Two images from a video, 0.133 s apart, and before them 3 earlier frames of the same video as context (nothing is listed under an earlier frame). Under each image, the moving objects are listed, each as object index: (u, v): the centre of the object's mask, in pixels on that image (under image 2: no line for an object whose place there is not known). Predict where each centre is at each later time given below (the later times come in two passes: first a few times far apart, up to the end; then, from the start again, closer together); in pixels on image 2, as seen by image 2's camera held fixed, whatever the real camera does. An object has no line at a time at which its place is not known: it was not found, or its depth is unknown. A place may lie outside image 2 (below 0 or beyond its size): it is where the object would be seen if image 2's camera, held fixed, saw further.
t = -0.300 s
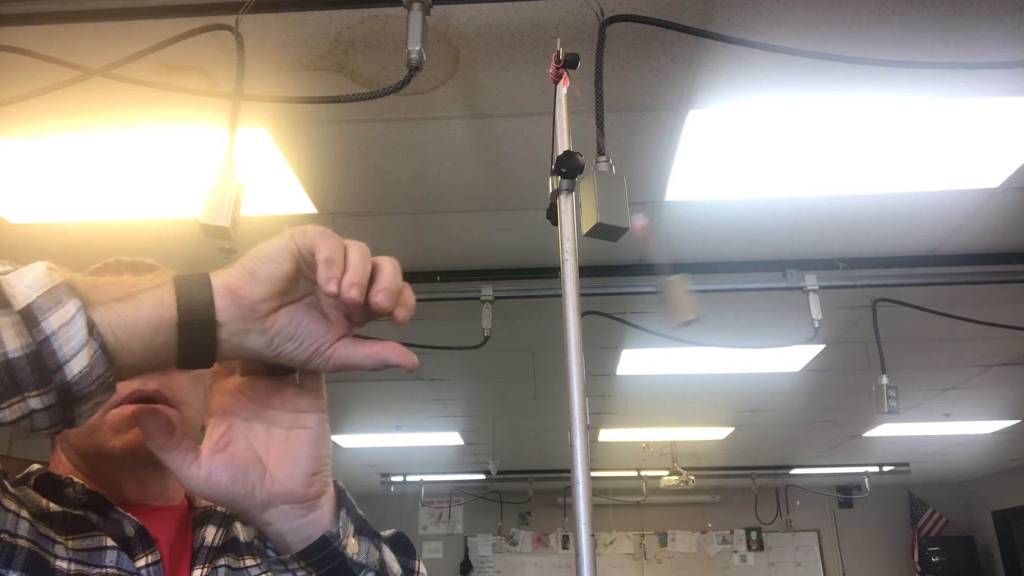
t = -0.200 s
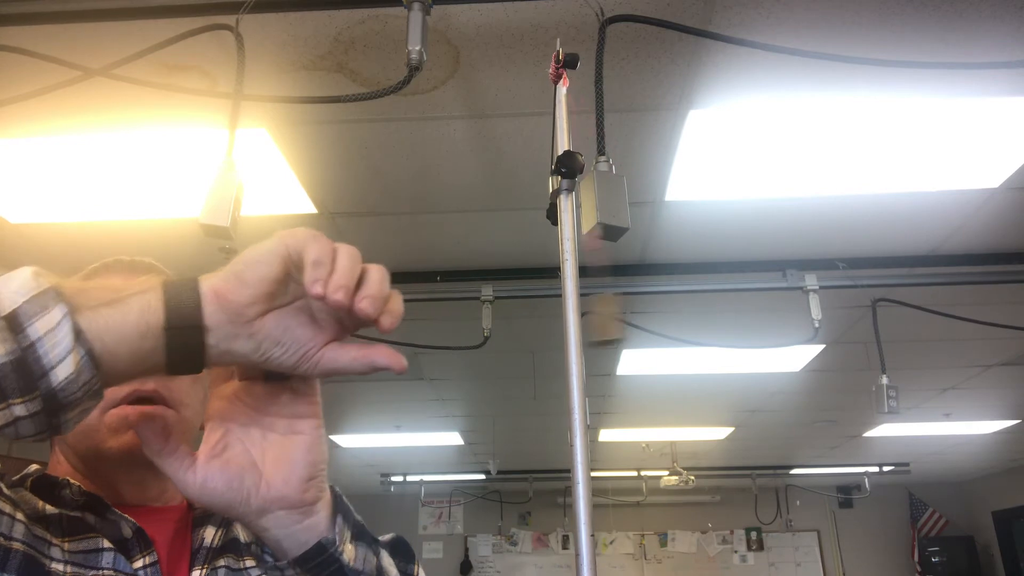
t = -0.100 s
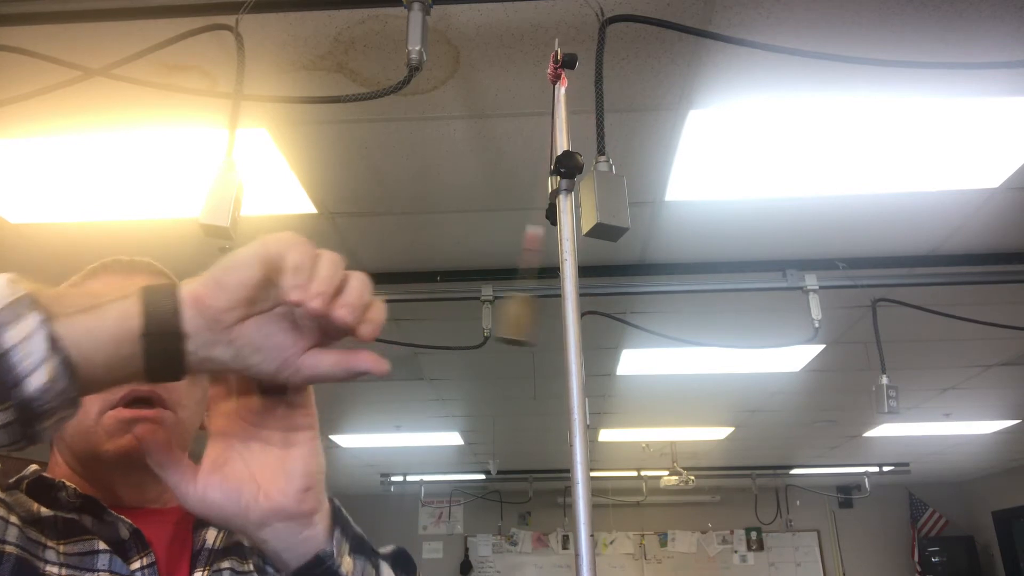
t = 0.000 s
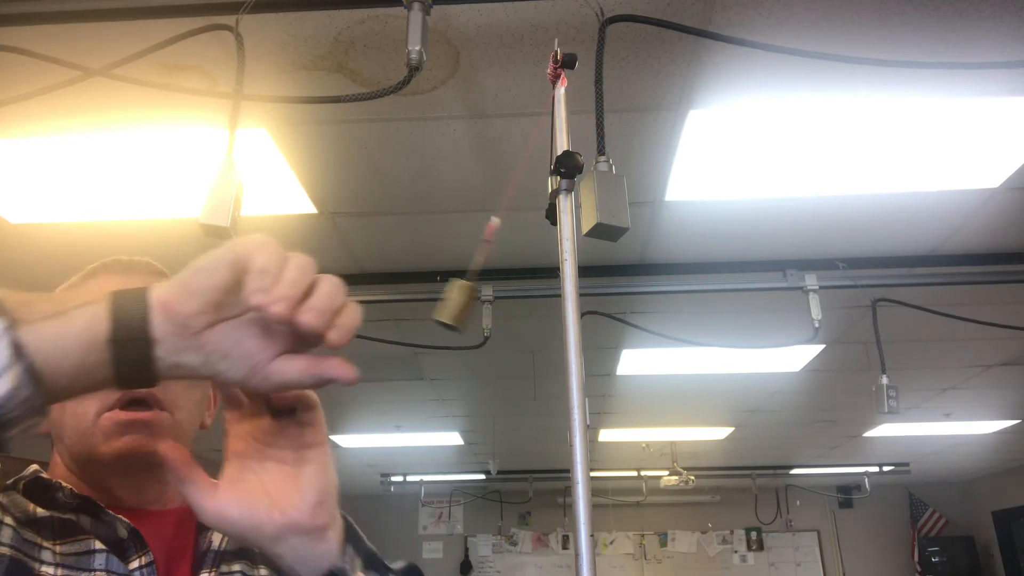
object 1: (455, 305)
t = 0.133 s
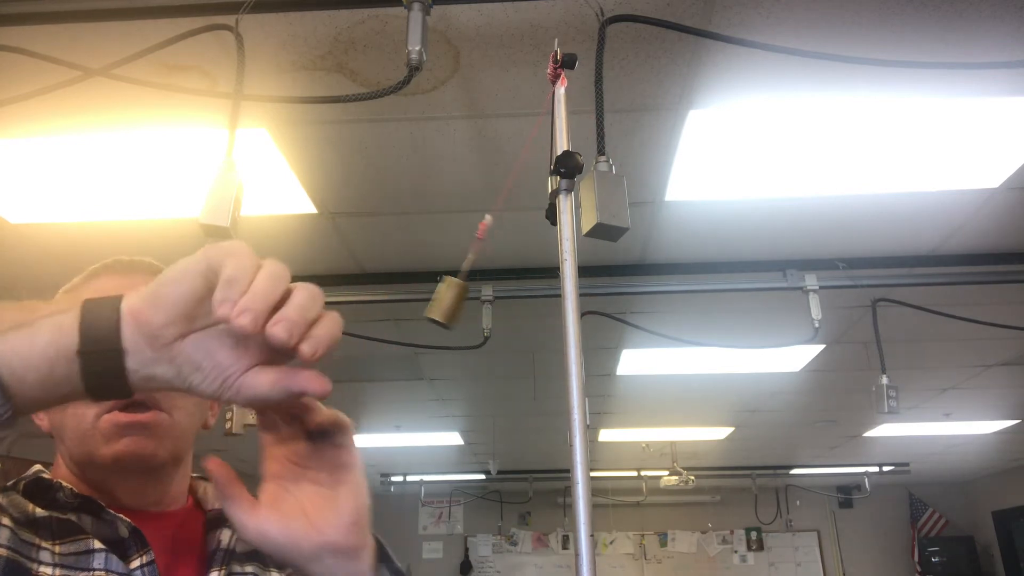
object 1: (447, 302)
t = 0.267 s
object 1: (520, 322)
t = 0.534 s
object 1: (704, 292)
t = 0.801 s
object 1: (594, 322)
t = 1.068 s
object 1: (444, 301)
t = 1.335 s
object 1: (596, 324)
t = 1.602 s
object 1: (702, 292)
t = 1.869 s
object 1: (521, 322)
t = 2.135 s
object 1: (459, 308)
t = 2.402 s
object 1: (655, 309)
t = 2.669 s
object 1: (670, 303)
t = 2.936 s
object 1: (471, 310)
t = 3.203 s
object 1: (508, 320)
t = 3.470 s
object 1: (693, 295)
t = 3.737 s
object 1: (610, 320)
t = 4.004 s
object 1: (451, 304)
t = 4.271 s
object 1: (573, 325)
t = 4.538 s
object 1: (698, 293)
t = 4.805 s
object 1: (542, 323)
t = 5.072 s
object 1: (459, 308)
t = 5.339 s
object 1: (637, 315)
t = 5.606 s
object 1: (675, 301)
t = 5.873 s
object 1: (486, 315)
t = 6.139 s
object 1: (496, 319)
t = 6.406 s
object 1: (680, 299)
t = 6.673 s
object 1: (623, 317)
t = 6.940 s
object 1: (459, 308)
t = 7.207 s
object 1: (555, 325)
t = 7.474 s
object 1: (692, 295)
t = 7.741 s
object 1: (553, 325)
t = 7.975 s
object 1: (460, 308)
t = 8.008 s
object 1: (468, 310)
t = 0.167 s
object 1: (457, 306)
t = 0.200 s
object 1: (474, 312)
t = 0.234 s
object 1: (494, 318)
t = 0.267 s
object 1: (520, 322)
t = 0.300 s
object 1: (549, 325)
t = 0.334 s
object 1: (585, 326)
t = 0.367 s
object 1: (610, 321)
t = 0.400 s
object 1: (638, 314)
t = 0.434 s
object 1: (661, 308)
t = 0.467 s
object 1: (680, 300)
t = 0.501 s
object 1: (695, 294)
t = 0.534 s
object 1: (704, 292)
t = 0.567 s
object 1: (706, 290)
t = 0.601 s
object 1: (706, 290)
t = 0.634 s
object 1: (700, 292)
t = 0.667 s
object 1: (688, 298)
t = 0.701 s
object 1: (671, 304)
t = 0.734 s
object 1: (648, 310)
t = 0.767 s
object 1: (622, 318)
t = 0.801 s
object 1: (594, 322)
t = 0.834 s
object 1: (563, 324)
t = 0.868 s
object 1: (532, 322)
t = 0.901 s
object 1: (508, 318)
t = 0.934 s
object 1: (483, 313)
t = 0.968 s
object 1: (466, 308)
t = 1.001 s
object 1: (453, 304)
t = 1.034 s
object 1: (446, 302)
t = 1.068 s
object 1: (444, 301)
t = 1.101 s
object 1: (446, 302)
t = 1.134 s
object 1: (453, 305)
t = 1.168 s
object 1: (466, 309)
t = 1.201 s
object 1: (484, 316)
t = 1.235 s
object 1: (509, 321)
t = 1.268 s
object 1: (534, 323)
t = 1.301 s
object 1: (564, 325)
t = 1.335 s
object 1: (596, 324)
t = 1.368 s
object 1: (621, 317)
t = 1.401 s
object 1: (645, 312)
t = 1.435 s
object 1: (668, 306)
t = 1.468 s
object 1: (686, 298)
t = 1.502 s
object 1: (698, 293)
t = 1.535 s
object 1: (703, 291)
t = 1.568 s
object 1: (704, 291)
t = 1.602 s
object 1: (702, 292)
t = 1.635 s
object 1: (695, 295)
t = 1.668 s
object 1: (678, 300)
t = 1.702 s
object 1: (659, 307)
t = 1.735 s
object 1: (635, 315)
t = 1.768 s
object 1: (607, 321)
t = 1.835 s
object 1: (548, 324)
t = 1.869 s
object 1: (521, 322)
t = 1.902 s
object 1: (497, 317)
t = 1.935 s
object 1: (477, 312)
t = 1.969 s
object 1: (461, 307)
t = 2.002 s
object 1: (451, 304)
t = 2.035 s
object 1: (447, 302)
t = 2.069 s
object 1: (446, 302)
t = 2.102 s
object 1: (451, 304)
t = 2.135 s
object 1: (459, 308)
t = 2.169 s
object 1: (475, 312)
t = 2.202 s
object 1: (494, 317)
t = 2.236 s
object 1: (518, 322)
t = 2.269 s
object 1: (546, 324)
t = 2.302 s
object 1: (577, 325)
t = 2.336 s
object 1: (604, 321)
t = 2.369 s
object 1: (631, 315)
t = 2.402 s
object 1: (655, 309)
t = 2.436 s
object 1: (674, 302)
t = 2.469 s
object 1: (690, 296)
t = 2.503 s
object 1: (698, 293)
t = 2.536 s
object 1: (703, 292)
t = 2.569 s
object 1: (702, 292)
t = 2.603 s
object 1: (697, 294)
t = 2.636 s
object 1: (686, 297)
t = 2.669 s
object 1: (670, 303)
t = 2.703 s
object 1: (649, 311)
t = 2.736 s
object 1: (624, 317)
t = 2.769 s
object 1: (597, 321)
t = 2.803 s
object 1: (565, 324)
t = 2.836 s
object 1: (538, 323)
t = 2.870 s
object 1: (514, 320)
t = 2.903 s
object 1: (489, 315)
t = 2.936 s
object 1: (471, 310)
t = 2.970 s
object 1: (458, 307)
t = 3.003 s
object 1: (450, 304)
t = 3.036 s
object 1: (448, 303)
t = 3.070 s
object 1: (450, 304)
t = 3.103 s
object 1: (456, 306)
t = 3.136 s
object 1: (467, 310)
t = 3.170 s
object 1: (484, 316)
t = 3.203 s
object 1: (508, 320)
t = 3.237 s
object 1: (532, 323)
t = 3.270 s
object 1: (556, 325)
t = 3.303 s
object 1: (592, 324)
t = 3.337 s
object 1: (616, 319)
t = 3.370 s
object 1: (640, 313)
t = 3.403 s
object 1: (663, 306)
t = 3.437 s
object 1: (680, 299)
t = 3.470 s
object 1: (693, 295)
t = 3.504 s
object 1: (699, 293)
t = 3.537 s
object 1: (701, 292)
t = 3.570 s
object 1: (699, 293)
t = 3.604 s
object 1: (692, 295)
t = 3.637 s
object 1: (678, 300)
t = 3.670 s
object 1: (660, 307)
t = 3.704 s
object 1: (637, 314)
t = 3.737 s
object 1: (610, 320)
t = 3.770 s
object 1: (587, 324)
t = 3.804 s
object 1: (550, 325)
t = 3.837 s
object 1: (525, 322)
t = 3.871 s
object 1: (505, 319)
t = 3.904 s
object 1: (481, 313)
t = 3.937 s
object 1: (466, 309)
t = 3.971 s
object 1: (455, 306)
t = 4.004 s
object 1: (451, 304)
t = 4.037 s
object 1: (450, 304)
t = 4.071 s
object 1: (453, 305)
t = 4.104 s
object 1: (462, 308)
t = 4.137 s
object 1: (477, 313)
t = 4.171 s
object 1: (495, 318)
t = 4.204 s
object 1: (519, 322)
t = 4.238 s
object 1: (545, 324)
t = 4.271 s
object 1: (573, 325)
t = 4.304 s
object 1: (600, 323)
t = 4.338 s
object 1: (627, 317)
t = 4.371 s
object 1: (651, 310)
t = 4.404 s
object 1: (670, 303)
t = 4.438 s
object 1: (685, 298)
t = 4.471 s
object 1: (694, 294)
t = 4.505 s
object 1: (698, 293)
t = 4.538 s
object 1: (698, 293)
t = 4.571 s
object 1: (694, 294)
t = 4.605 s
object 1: (684, 298)
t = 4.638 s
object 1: (668, 304)
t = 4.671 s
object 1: (648, 310)
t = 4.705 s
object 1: (623, 316)
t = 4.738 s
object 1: (598, 321)
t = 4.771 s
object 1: (568, 325)
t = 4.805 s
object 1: (542, 323)
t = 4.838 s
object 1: (517, 321)
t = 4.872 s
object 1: (493, 318)
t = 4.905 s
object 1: (475, 313)
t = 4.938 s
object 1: (462, 309)
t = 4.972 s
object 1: (455, 306)
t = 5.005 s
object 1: (452, 305)
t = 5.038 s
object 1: (453, 305)
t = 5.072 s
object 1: (459, 308)
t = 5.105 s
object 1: (469, 311)
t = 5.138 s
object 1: (485, 316)
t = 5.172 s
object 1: (509, 321)
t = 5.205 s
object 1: (532, 323)
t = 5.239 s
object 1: (554, 325)
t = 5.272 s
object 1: (592, 323)
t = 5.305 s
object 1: (612, 320)
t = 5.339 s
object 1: (637, 315)
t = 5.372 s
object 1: (659, 308)
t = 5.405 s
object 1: (676, 301)
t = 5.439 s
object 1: (687, 297)
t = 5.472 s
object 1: (694, 294)
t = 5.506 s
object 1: (696, 294)
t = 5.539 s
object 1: (695, 294)
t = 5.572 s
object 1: (687, 297)
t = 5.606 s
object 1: (675, 301)
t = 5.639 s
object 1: (657, 308)
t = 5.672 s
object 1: (635, 314)
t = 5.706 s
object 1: (610, 320)
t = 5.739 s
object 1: (589, 323)
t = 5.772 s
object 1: (553, 325)
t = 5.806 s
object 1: (528, 322)
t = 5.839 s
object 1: (509, 320)
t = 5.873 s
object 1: (486, 315)
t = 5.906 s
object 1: (471, 311)
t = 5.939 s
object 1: (460, 308)
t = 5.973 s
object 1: (455, 306)
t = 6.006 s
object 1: (454, 306)
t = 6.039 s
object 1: (457, 307)
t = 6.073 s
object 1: (465, 309)
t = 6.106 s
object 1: (479, 313)
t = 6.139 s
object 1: (496, 319)
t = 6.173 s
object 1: (519, 322)
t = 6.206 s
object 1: (543, 324)
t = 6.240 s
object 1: (572, 325)
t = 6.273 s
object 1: (599, 322)
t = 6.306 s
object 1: (624, 316)
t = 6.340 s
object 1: (646, 311)
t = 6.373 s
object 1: (666, 305)
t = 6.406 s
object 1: (680, 299)
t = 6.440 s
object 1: (689, 296)
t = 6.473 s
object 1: (694, 294)
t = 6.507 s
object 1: (694, 294)
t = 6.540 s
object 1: (690, 296)
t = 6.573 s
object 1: (681, 299)
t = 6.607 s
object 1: (666, 304)
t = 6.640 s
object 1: (645, 310)
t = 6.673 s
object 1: (623, 317)
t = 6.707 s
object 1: (597, 322)
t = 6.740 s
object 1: (571, 325)
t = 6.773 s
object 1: (543, 324)
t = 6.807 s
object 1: (518, 322)
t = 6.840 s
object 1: (497, 319)
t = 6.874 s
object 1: (480, 314)
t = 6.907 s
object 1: (466, 310)
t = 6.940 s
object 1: (459, 308)
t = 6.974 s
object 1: (456, 306)
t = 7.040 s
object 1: (462, 309)
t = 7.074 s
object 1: (472, 312)
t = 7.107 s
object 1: (489, 316)
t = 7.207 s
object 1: (555, 325)
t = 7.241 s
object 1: (589, 323)
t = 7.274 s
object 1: (611, 319)
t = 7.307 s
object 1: (635, 314)
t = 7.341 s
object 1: (655, 308)
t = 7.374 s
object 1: (671, 303)
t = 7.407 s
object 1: (684, 298)
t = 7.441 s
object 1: (691, 296)
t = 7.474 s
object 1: (692, 295)
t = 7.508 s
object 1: (691, 296)
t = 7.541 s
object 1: (684, 298)
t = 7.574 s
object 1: (672, 302)
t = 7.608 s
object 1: (655, 309)
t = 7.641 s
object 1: (634, 314)
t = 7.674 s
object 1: (609, 320)
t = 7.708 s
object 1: (589, 324)
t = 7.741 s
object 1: (553, 325)
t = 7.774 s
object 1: (532, 323)
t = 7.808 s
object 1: (510, 320)
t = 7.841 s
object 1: (489, 316)
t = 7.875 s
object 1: (474, 312)
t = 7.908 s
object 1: (463, 309)
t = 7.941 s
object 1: (458, 307)
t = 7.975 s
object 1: (460, 308)
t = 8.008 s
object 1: (468, 310)
